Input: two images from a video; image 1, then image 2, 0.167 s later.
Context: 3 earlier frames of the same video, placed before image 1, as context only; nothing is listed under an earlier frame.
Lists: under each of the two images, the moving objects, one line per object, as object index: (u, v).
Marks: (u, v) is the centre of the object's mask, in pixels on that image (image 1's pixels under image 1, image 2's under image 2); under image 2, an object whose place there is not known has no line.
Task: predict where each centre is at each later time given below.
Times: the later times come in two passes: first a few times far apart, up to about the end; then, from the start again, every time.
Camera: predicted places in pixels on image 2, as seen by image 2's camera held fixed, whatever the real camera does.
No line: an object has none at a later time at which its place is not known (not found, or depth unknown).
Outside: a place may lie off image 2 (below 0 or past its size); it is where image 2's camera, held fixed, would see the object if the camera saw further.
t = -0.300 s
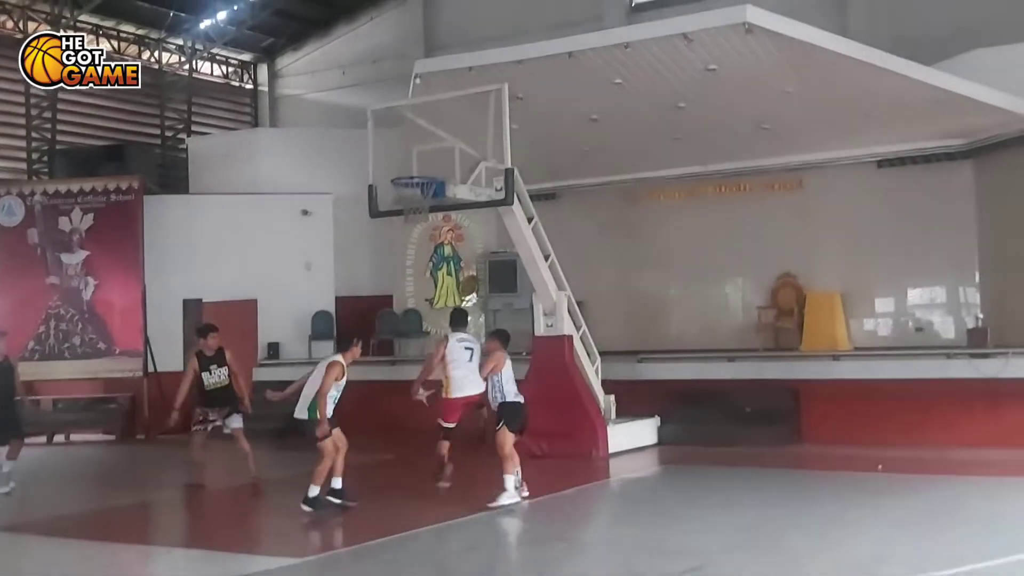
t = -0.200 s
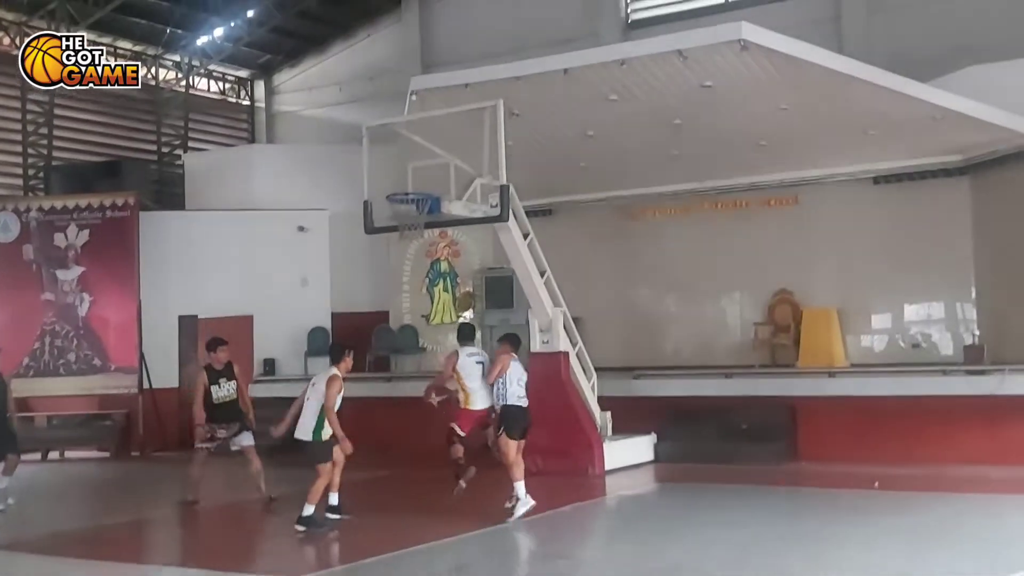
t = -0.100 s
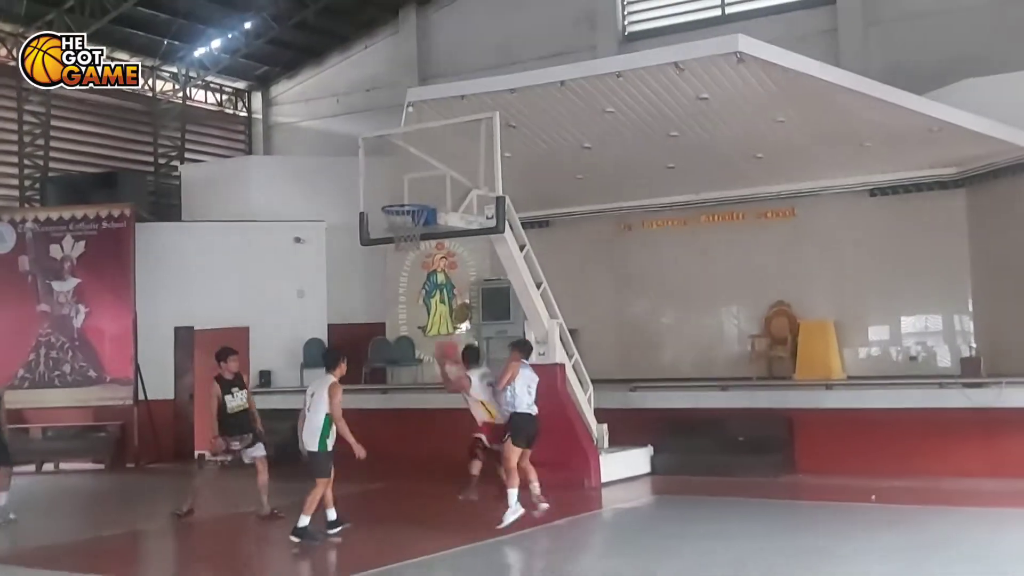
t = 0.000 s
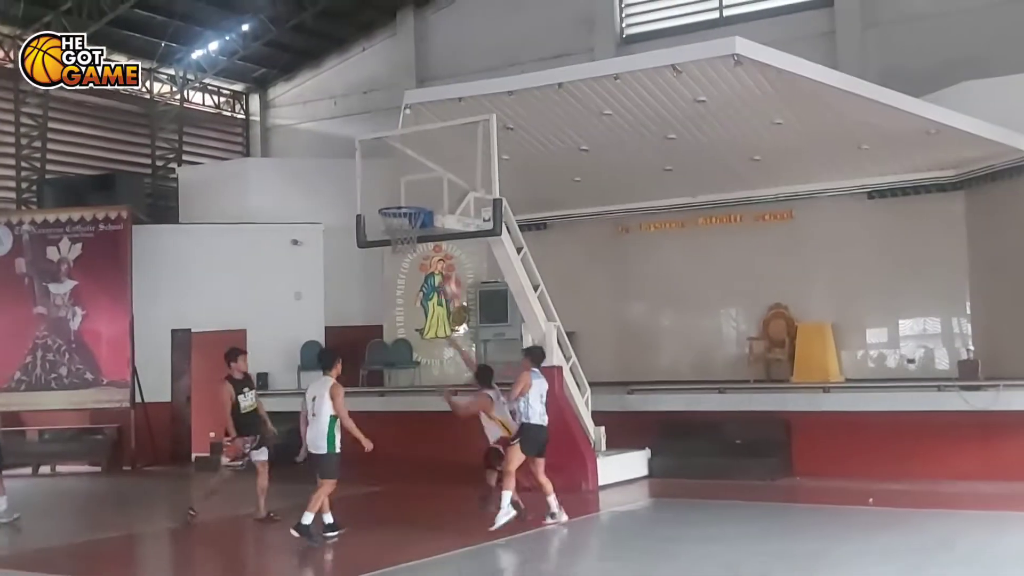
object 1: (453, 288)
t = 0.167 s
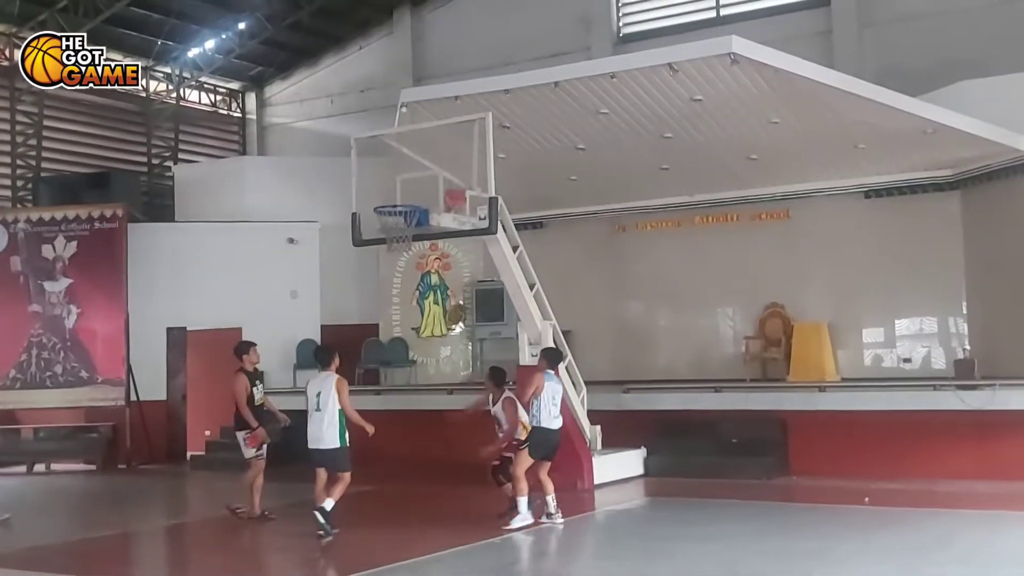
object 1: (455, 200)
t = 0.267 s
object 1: (453, 171)
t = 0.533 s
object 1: (417, 132)
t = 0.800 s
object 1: (382, 165)
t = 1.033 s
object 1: (353, 249)
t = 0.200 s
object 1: (455, 193)
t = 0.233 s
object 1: (458, 180)
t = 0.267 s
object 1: (453, 171)
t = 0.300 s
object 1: (449, 161)
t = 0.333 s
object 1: (444, 155)
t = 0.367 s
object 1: (439, 148)
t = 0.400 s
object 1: (435, 143)
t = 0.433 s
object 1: (431, 139)
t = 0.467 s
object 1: (425, 136)
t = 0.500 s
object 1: (422, 133)
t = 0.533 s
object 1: (417, 132)
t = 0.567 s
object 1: (413, 133)
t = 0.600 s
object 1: (407, 134)
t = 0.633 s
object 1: (404, 135)
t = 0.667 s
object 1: (400, 139)
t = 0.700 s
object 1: (394, 144)
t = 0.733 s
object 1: (391, 148)
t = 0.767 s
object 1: (387, 155)
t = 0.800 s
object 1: (382, 165)
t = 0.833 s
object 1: (377, 173)
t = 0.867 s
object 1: (374, 182)
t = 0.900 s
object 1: (369, 193)
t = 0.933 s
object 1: (365, 206)
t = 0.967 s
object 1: (361, 218)
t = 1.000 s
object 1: (358, 230)
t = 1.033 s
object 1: (353, 249)
